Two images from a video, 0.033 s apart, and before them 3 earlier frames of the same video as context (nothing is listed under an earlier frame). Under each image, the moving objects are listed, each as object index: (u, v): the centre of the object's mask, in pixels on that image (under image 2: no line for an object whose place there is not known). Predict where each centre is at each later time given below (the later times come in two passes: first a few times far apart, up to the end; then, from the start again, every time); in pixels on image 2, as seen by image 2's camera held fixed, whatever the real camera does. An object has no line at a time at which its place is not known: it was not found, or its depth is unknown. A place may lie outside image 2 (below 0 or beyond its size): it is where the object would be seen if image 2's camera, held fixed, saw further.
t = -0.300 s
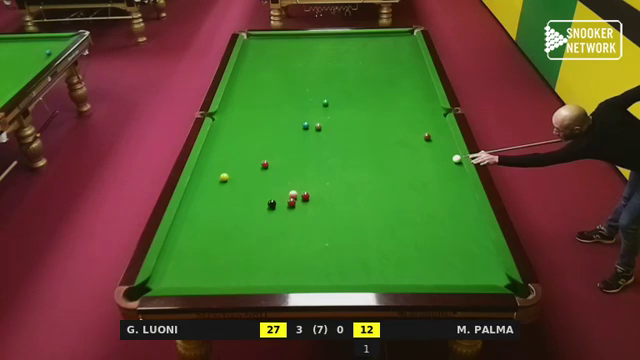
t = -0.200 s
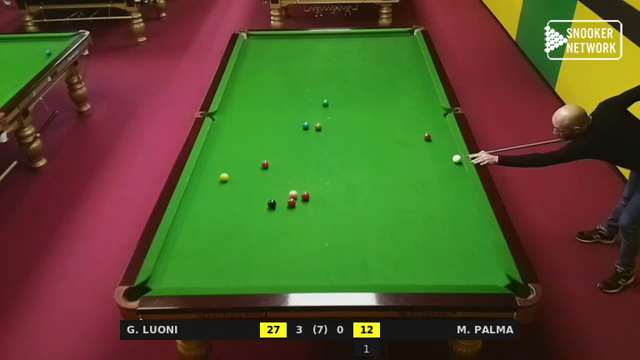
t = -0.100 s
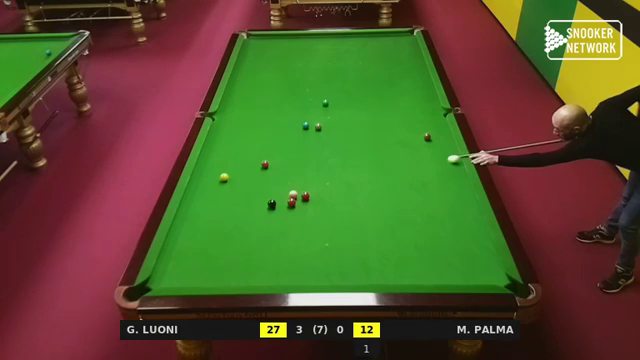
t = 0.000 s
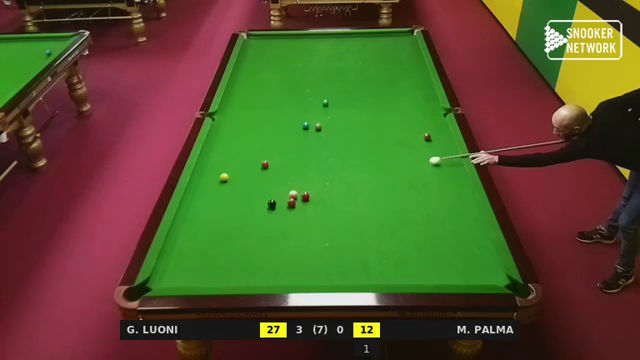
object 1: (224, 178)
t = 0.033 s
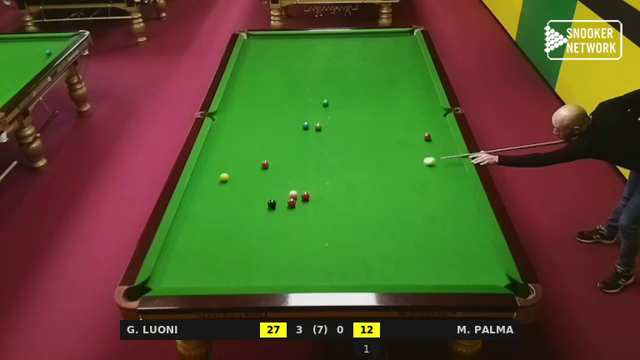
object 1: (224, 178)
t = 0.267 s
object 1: (224, 178)
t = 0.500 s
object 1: (224, 178)
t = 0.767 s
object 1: (224, 178)
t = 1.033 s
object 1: (224, 178)
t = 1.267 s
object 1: (210, 177)
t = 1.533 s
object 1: (202, 177)
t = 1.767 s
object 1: (218, 176)
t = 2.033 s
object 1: (234, 175)
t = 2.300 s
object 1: (249, 175)
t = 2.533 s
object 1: (262, 175)
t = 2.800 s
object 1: (275, 174)
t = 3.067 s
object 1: (287, 174)
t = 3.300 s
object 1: (297, 173)
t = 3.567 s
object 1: (307, 173)
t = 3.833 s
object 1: (316, 172)
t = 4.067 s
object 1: (323, 172)
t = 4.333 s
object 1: (330, 171)
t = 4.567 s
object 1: (335, 171)
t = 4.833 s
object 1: (340, 171)
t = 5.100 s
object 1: (344, 170)
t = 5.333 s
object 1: (346, 170)
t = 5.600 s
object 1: (348, 170)
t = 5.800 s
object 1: (349, 170)
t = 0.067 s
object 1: (224, 178)
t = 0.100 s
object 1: (224, 178)
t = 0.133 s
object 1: (224, 178)
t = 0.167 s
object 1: (224, 178)
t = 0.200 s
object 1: (224, 178)
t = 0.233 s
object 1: (224, 178)
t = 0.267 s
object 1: (224, 178)
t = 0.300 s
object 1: (224, 178)
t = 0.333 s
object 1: (224, 178)
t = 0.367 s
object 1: (224, 178)
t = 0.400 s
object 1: (224, 178)
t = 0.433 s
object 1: (224, 178)
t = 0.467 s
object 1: (224, 178)
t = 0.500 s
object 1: (224, 178)
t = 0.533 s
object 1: (224, 178)
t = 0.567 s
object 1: (224, 178)
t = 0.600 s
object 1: (224, 178)
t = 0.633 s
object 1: (224, 178)
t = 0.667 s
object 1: (224, 178)
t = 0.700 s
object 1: (224, 178)
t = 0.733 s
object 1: (224, 178)
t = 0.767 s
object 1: (224, 178)
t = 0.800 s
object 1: (224, 178)
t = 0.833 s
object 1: (224, 178)
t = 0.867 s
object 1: (224, 178)
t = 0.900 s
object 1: (224, 178)
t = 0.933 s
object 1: (224, 178)
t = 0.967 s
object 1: (224, 178)
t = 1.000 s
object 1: (224, 178)
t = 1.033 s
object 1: (224, 178)
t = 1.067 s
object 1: (224, 178)
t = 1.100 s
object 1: (224, 178)
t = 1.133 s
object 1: (224, 178)
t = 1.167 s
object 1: (222, 178)
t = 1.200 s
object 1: (219, 177)
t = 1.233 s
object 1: (214, 177)
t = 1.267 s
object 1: (210, 177)
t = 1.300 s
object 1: (207, 177)
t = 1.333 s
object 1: (203, 177)
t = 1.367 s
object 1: (200, 177)
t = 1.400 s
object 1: (197, 177)
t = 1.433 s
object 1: (195, 177)
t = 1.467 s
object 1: (197, 177)
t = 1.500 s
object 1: (199, 177)
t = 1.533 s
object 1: (202, 177)
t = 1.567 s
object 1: (204, 176)
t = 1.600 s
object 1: (206, 176)
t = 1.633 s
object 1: (209, 176)
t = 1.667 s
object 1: (211, 176)
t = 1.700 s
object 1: (213, 176)
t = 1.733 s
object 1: (215, 176)
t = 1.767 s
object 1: (218, 176)
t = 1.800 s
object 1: (219, 176)
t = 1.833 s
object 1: (222, 176)
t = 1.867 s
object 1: (224, 176)
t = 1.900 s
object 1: (226, 176)
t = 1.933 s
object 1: (228, 176)
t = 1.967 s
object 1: (230, 175)
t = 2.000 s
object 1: (232, 175)
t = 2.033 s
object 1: (234, 175)
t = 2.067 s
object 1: (236, 175)
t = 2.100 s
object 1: (238, 175)
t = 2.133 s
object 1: (240, 175)
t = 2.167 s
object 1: (242, 175)
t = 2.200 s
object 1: (243, 175)
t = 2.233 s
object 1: (246, 175)
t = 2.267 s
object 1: (248, 175)
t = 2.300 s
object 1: (249, 175)
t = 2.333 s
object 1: (251, 175)
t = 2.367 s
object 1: (253, 175)
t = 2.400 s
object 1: (255, 175)
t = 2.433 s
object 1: (257, 175)
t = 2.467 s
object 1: (258, 175)
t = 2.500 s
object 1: (260, 175)
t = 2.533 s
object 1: (262, 175)
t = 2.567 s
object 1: (264, 175)
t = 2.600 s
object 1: (265, 175)
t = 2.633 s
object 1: (267, 175)
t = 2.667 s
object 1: (269, 174)
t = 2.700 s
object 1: (270, 174)
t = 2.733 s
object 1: (272, 174)
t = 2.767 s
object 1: (273, 174)
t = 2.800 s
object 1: (275, 174)
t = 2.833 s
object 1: (277, 174)
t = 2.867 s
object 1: (278, 174)
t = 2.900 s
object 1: (280, 174)
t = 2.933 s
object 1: (281, 174)
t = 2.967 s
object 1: (283, 174)
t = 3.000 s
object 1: (284, 174)
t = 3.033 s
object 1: (286, 174)
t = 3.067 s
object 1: (287, 174)
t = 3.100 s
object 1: (289, 174)
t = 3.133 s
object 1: (290, 173)
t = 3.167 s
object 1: (292, 174)
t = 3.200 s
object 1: (293, 173)
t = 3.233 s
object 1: (294, 173)
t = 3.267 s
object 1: (296, 173)
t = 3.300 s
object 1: (297, 173)
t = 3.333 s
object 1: (298, 173)
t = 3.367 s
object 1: (300, 173)
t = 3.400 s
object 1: (301, 173)
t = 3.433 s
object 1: (302, 173)
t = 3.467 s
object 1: (303, 173)
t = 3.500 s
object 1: (305, 173)
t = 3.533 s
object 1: (306, 173)
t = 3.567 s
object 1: (307, 173)
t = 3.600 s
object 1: (308, 173)
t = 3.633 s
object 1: (309, 172)
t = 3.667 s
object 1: (311, 173)
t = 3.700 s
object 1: (312, 173)
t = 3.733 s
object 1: (313, 173)
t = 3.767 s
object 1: (314, 172)
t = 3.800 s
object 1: (315, 172)
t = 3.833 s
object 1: (316, 172)
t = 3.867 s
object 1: (317, 172)
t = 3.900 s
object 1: (318, 172)
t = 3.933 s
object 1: (319, 172)
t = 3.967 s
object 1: (320, 172)
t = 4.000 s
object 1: (321, 172)
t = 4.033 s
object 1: (322, 172)
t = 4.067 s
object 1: (323, 172)
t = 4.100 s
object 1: (324, 172)
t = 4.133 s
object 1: (324, 172)
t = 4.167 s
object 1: (326, 171)
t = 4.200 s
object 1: (326, 172)
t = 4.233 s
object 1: (327, 171)
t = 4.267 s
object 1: (328, 171)
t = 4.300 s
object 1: (329, 171)
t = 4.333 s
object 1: (330, 171)
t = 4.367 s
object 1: (330, 171)
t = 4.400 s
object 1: (331, 171)
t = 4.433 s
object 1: (332, 171)
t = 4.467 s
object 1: (333, 171)
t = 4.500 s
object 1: (333, 171)
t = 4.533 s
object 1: (334, 171)
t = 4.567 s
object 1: (335, 171)
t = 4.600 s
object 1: (335, 171)
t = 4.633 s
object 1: (336, 171)
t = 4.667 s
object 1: (337, 171)
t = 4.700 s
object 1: (337, 171)
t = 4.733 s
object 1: (338, 171)
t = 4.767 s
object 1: (339, 171)
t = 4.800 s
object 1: (339, 171)
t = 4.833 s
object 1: (340, 171)
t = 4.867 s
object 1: (340, 170)
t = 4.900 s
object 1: (341, 170)
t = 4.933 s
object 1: (341, 170)
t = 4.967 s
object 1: (342, 170)
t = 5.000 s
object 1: (342, 170)
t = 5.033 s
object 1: (343, 170)
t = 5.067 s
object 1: (343, 170)
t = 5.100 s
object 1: (344, 170)
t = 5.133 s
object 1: (344, 170)
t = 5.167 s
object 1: (344, 170)
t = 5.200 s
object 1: (345, 170)
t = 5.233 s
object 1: (345, 170)
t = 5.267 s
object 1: (345, 170)
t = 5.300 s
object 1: (346, 170)
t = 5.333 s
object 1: (346, 170)
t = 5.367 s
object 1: (347, 170)
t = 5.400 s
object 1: (347, 170)
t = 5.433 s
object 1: (347, 170)
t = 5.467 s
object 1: (347, 170)
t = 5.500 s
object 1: (348, 170)
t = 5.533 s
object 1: (348, 170)
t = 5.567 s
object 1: (348, 170)
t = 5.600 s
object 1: (348, 170)
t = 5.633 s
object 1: (348, 170)
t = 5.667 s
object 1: (349, 170)
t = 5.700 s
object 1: (349, 170)
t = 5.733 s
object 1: (349, 170)
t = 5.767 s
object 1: (349, 170)
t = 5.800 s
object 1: (349, 170)
